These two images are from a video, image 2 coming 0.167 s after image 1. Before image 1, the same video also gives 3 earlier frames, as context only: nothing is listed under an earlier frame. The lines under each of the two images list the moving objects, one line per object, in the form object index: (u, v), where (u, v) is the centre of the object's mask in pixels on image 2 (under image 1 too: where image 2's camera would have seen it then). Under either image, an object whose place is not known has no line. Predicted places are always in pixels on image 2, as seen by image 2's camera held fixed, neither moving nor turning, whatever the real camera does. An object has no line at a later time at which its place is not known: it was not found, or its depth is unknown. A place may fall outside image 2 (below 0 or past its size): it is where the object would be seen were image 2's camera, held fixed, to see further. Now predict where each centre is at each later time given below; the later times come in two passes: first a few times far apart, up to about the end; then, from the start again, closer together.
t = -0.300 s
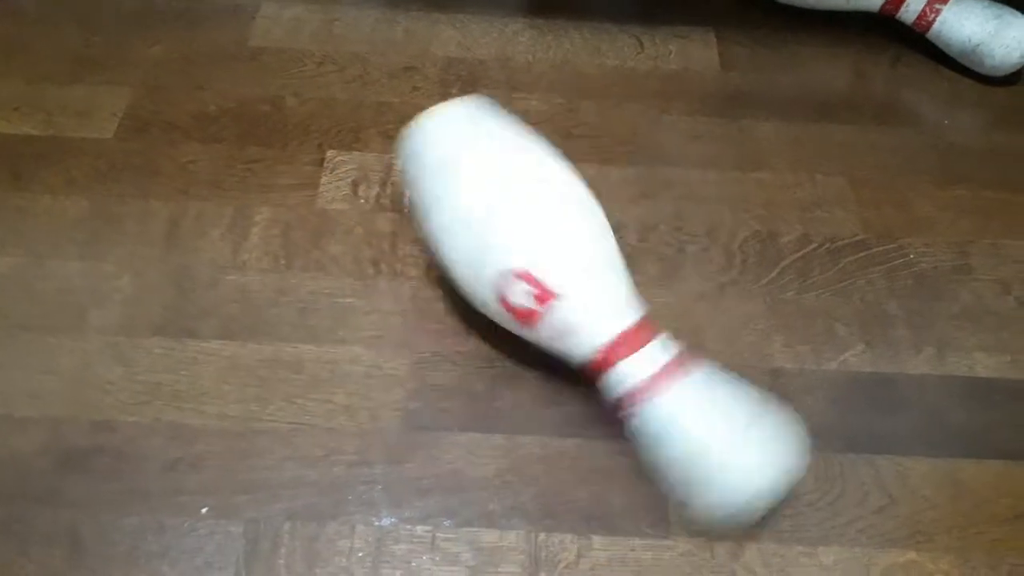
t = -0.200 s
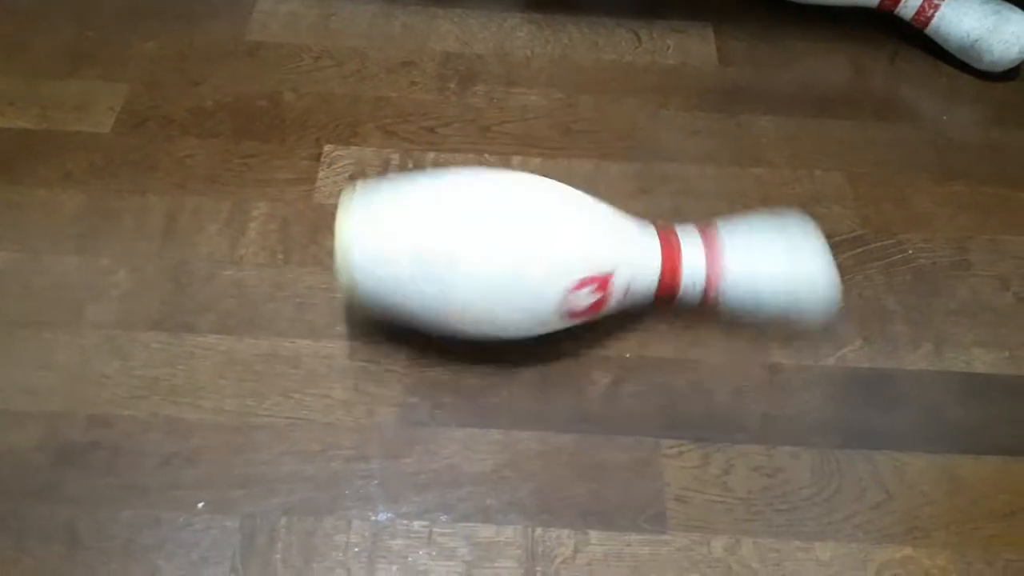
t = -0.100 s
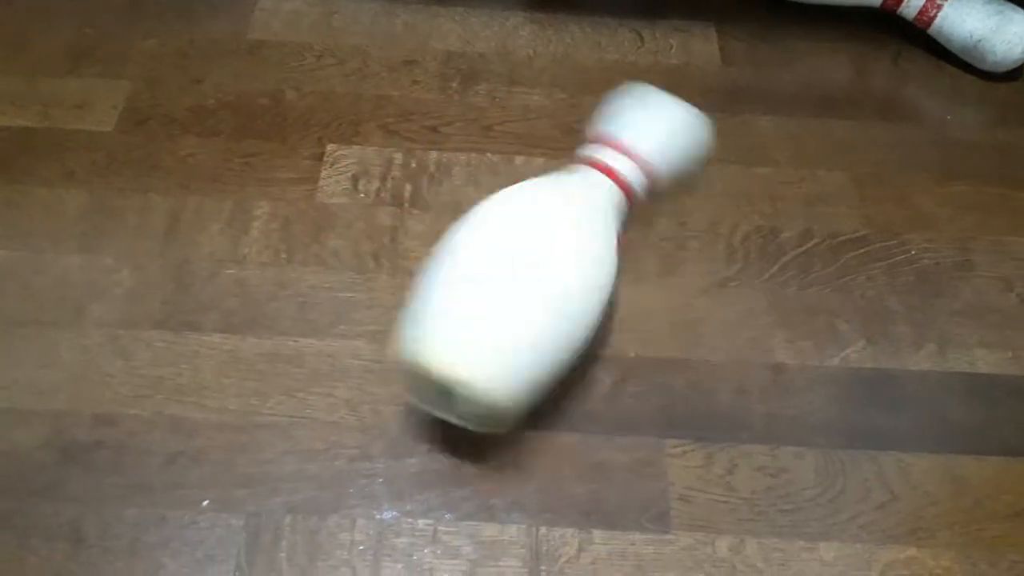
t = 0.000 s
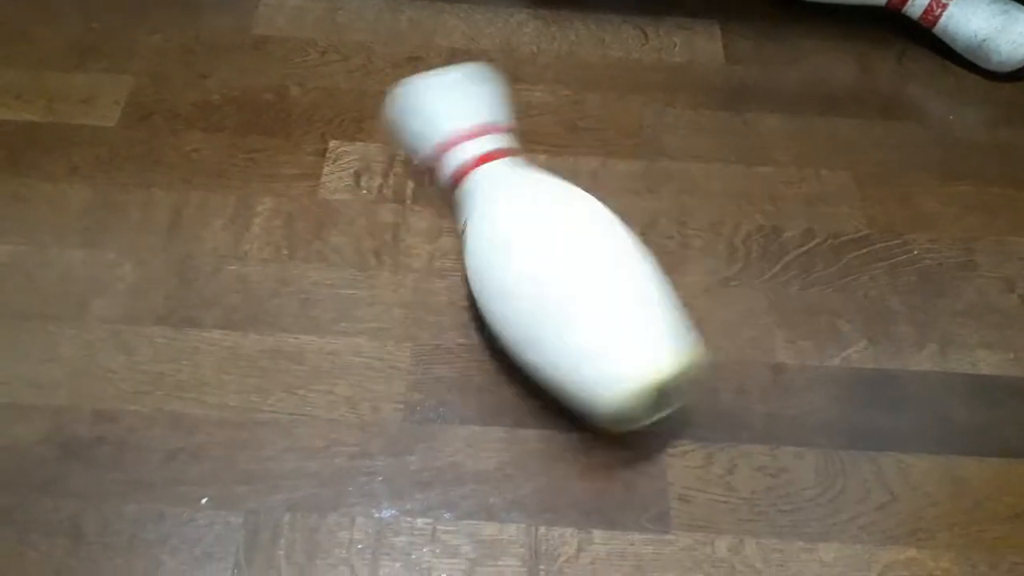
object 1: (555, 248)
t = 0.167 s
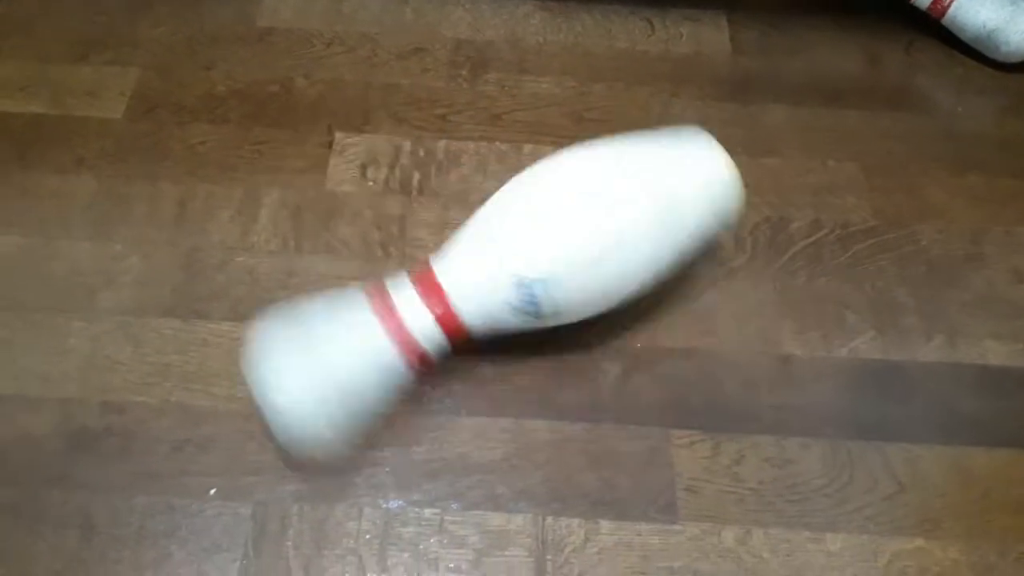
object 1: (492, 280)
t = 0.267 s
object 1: (554, 330)
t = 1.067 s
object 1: (602, 288)
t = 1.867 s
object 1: (526, 279)
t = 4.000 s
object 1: (673, 350)
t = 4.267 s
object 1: (658, 344)
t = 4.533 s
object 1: (630, 331)
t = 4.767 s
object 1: (599, 314)
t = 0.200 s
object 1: (500, 304)
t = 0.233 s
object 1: (522, 324)
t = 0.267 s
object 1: (554, 330)
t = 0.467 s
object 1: (583, 242)
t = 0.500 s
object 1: (569, 239)
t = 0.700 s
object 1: (568, 236)
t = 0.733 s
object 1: (556, 230)
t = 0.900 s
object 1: (519, 281)
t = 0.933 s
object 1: (532, 297)
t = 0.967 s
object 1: (552, 307)
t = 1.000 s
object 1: (574, 309)
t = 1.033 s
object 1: (591, 302)
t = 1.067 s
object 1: (602, 288)
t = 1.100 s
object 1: (605, 271)
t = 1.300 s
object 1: (558, 238)
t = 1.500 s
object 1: (571, 246)
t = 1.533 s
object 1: (569, 241)
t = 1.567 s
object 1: (565, 236)
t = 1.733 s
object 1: (529, 239)
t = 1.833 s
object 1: (523, 268)
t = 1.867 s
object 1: (526, 279)
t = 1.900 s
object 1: (535, 286)
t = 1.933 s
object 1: (544, 293)
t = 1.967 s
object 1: (555, 297)
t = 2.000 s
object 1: (565, 297)
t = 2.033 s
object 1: (575, 295)
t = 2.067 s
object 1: (582, 290)
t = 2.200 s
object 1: (592, 265)
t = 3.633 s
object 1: (663, 347)
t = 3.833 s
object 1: (673, 350)
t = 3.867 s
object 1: (673, 351)
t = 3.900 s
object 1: (673, 351)
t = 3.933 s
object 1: (673, 350)
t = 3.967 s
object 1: (673, 350)
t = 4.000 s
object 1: (673, 350)
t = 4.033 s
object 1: (672, 350)
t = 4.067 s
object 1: (671, 350)
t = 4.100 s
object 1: (669, 350)
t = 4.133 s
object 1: (667, 348)
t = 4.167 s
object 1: (665, 348)
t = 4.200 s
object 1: (663, 346)
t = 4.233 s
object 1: (661, 345)
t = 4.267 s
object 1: (658, 344)
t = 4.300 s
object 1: (655, 343)
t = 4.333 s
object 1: (652, 341)
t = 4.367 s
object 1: (649, 340)
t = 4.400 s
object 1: (646, 339)
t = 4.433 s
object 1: (643, 337)
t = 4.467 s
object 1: (637, 335)
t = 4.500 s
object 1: (634, 333)
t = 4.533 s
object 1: (630, 331)
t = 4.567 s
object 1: (627, 329)
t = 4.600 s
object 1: (623, 326)
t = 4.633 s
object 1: (618, 324)
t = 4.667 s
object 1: (613, 322)
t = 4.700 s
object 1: (608, 320)
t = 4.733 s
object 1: (604, 317)
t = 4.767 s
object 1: (599, 314)
